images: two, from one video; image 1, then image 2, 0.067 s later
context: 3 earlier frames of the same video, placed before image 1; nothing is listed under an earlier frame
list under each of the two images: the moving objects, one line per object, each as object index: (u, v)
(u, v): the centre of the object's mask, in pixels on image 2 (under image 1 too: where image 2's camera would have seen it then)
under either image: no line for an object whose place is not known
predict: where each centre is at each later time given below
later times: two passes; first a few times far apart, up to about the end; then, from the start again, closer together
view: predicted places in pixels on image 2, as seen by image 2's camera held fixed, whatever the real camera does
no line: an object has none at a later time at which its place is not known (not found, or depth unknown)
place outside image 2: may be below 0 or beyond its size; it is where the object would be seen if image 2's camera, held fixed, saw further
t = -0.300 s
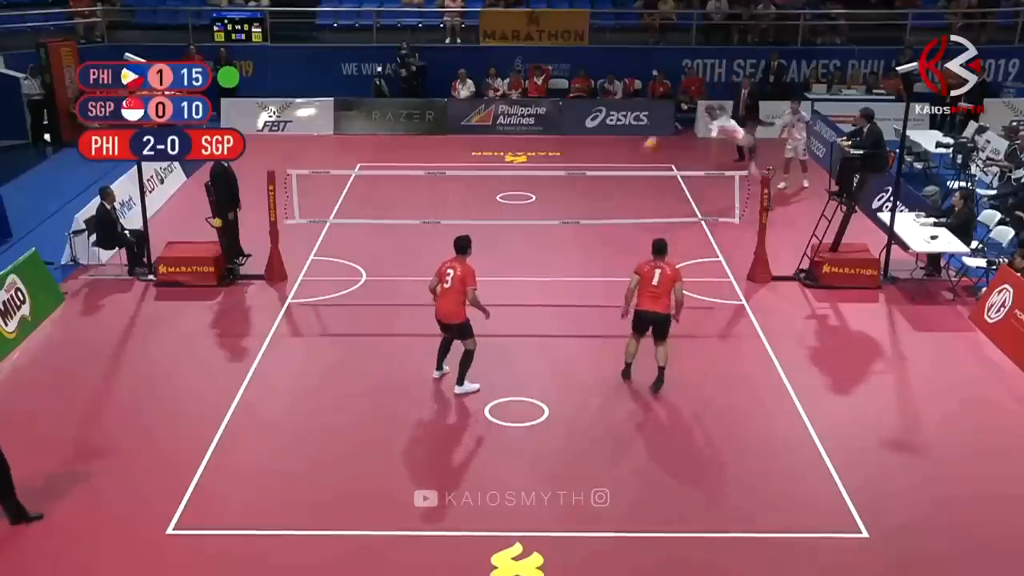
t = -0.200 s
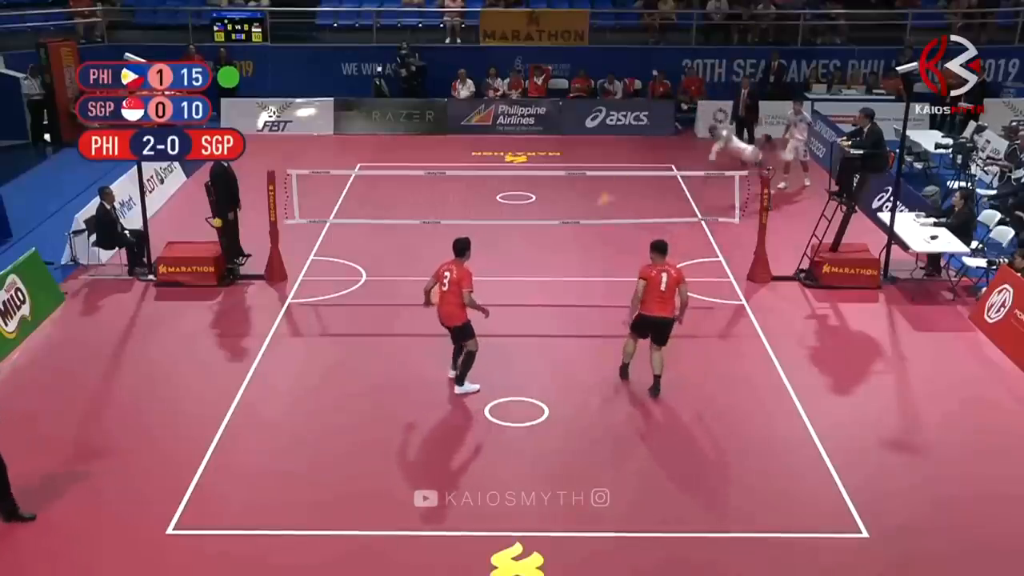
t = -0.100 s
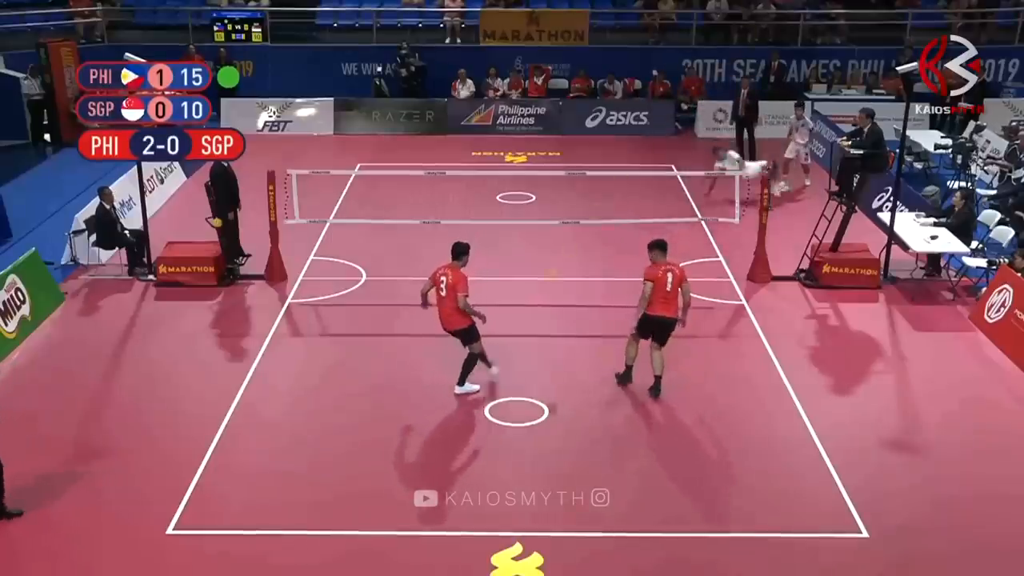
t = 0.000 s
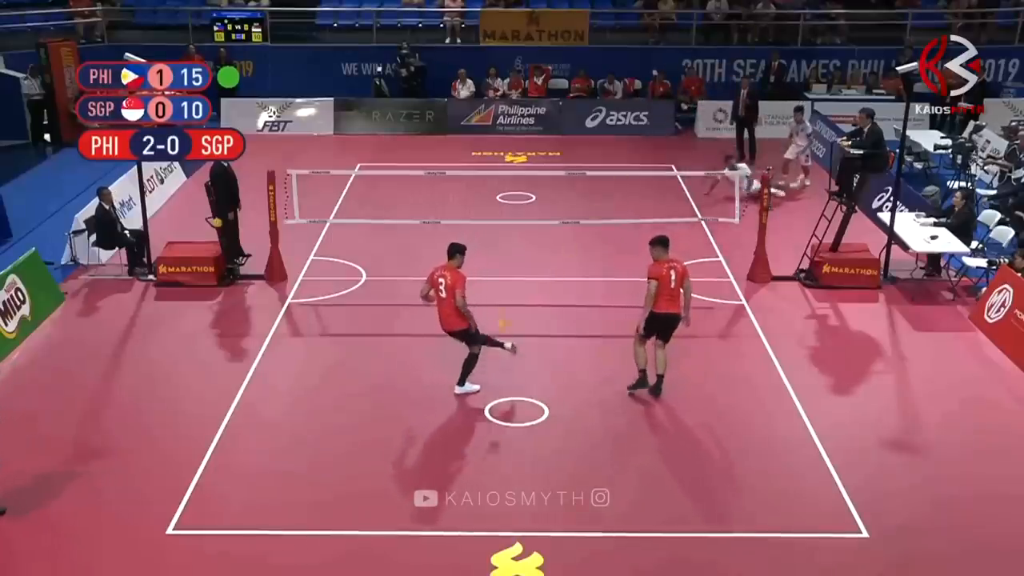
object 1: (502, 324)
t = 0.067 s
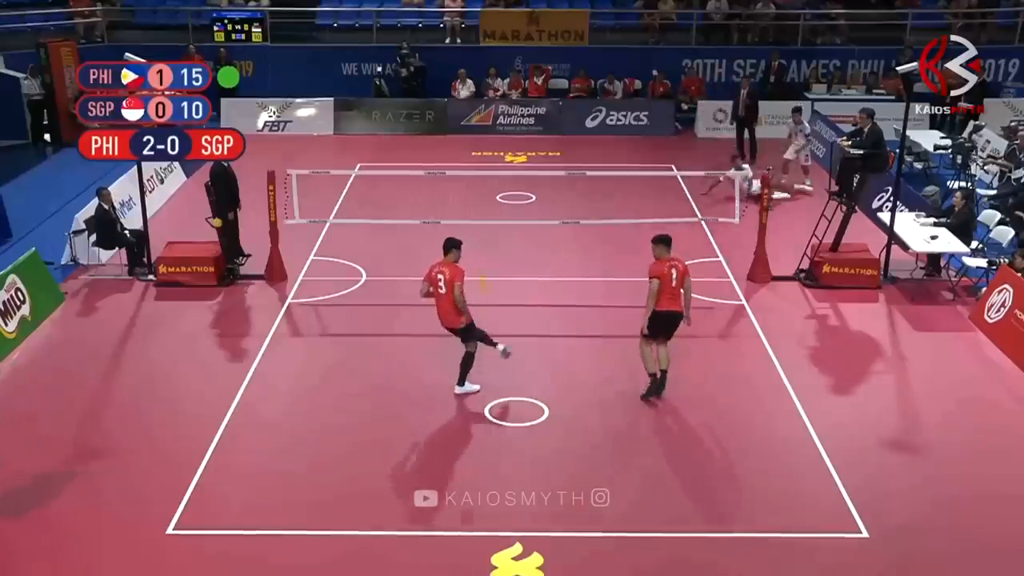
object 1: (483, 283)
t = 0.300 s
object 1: (414, 150)
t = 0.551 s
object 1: (324, 53)
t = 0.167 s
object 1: (454, 222)
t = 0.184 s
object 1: (449, 211)
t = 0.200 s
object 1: (443, 202)
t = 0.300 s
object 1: (414, 150)
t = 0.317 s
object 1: (408, 143)
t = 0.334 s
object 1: (402, 134)
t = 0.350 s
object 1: (397, 127)
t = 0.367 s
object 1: (391, 119)
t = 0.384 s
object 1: (385, 112)
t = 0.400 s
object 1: (380, 106)
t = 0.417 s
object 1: (374, 99)
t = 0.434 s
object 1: (367, 92)
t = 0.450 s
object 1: (361, 86)
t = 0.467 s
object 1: (356, 80)
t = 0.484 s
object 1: (349, 74)
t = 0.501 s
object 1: (343, 68)
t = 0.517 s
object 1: (337, 64)
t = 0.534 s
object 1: (331, 58)
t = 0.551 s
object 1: (324, 53)
